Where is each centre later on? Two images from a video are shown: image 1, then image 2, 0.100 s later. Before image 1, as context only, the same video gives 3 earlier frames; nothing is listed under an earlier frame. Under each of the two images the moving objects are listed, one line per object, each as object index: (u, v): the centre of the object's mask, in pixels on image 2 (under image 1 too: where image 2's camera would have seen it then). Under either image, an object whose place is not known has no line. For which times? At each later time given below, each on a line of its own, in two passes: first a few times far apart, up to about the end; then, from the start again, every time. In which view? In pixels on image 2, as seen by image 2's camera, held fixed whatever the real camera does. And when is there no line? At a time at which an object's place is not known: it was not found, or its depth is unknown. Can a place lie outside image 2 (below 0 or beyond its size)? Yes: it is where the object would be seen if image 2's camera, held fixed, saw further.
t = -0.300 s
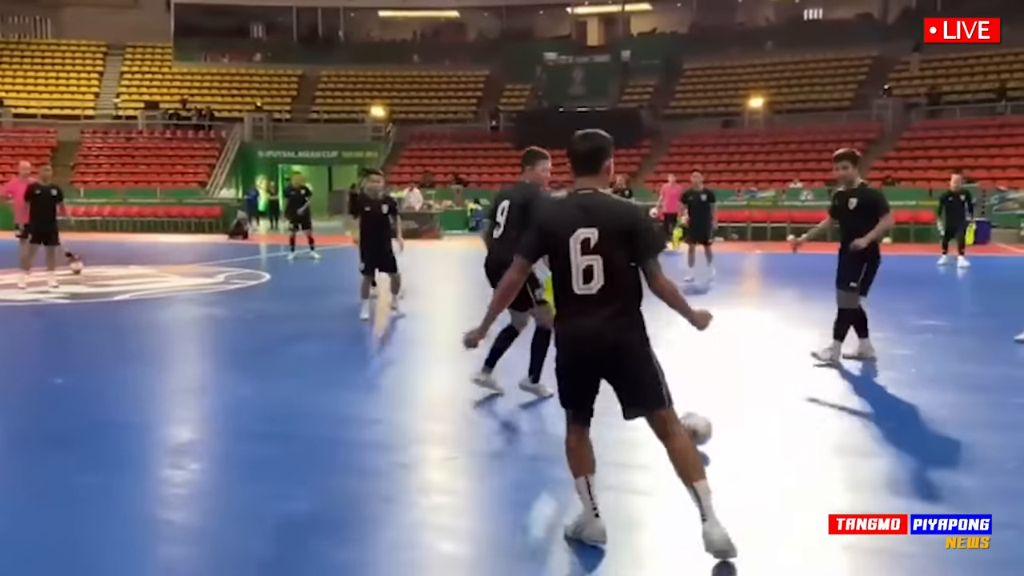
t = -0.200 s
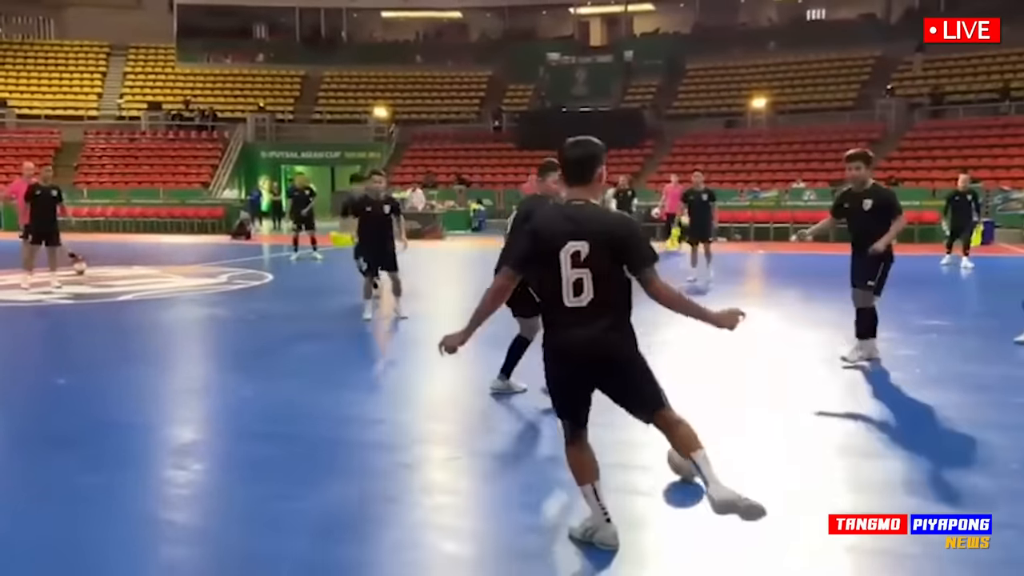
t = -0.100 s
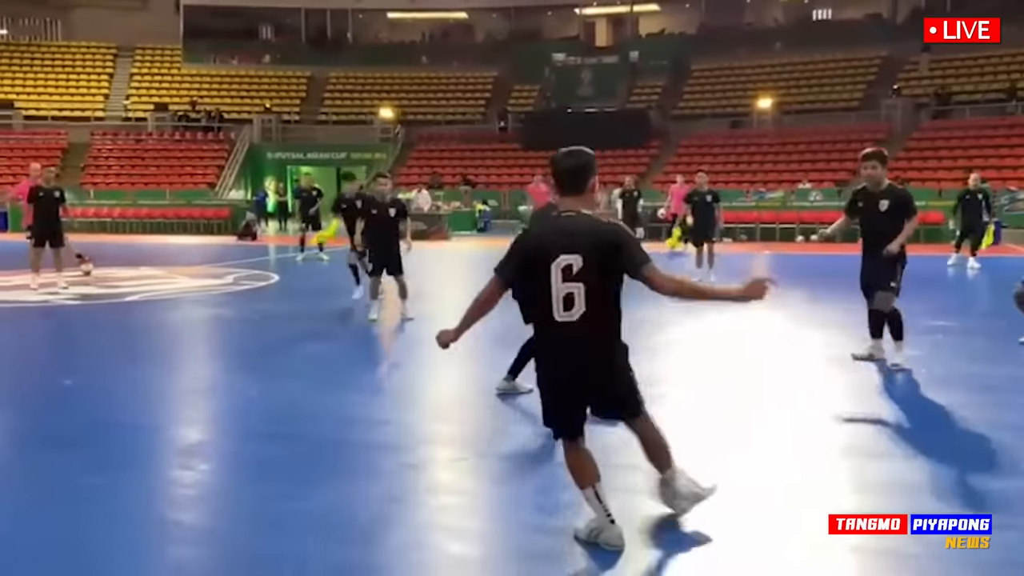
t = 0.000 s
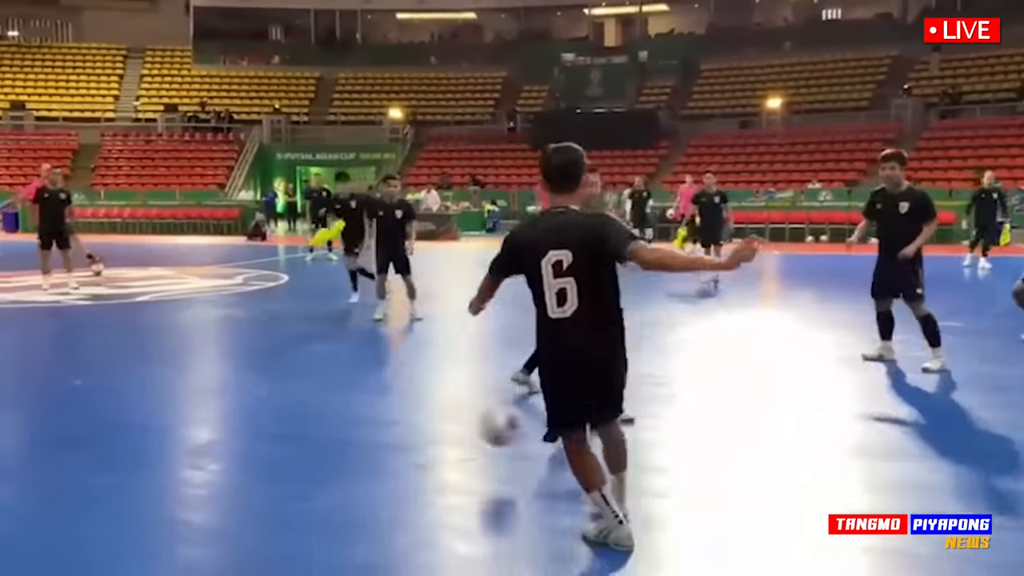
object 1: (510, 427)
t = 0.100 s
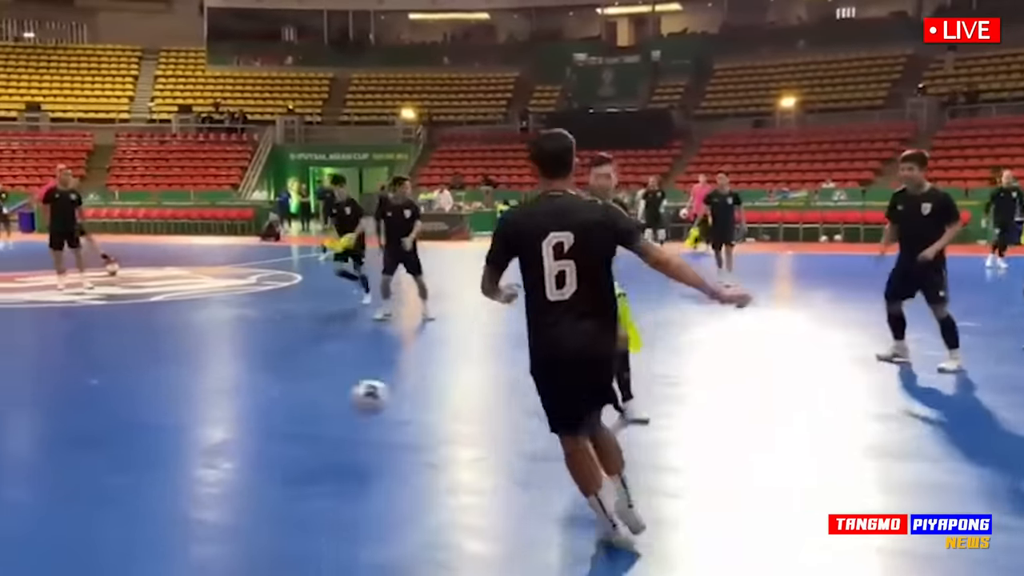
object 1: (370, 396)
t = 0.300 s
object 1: (153, 388)
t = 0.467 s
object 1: (34, 369)
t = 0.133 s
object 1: (327, 390)
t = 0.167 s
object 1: (286, 390)
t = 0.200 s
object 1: (251, 390)
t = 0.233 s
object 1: (213, 392)
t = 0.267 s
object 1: (180, 392)
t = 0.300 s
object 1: (153, 388)
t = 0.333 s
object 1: (127, 380)
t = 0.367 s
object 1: (102, 373)
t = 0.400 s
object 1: (80, 370)
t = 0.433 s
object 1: (56, 369)
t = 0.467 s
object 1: (34, 369)
